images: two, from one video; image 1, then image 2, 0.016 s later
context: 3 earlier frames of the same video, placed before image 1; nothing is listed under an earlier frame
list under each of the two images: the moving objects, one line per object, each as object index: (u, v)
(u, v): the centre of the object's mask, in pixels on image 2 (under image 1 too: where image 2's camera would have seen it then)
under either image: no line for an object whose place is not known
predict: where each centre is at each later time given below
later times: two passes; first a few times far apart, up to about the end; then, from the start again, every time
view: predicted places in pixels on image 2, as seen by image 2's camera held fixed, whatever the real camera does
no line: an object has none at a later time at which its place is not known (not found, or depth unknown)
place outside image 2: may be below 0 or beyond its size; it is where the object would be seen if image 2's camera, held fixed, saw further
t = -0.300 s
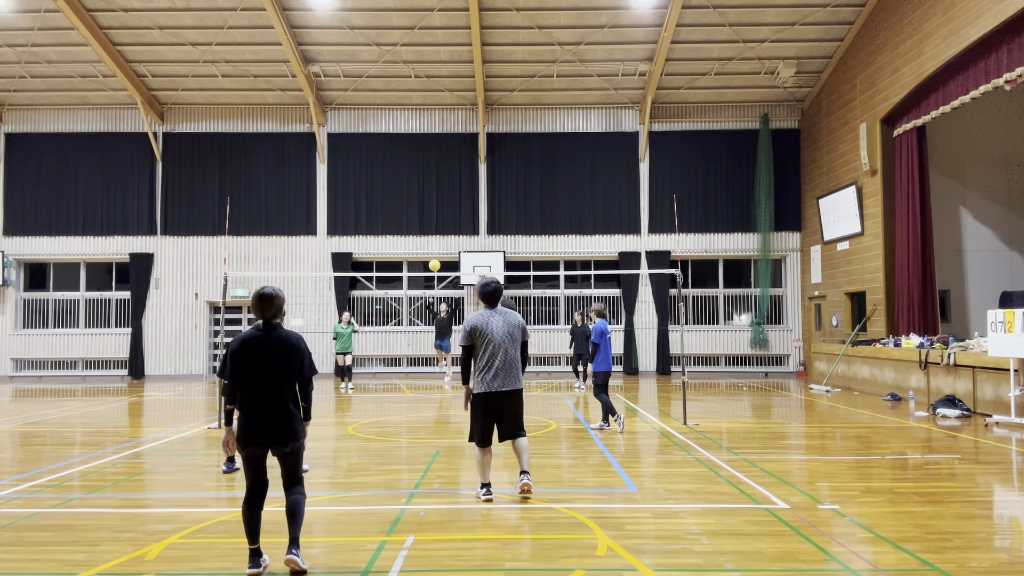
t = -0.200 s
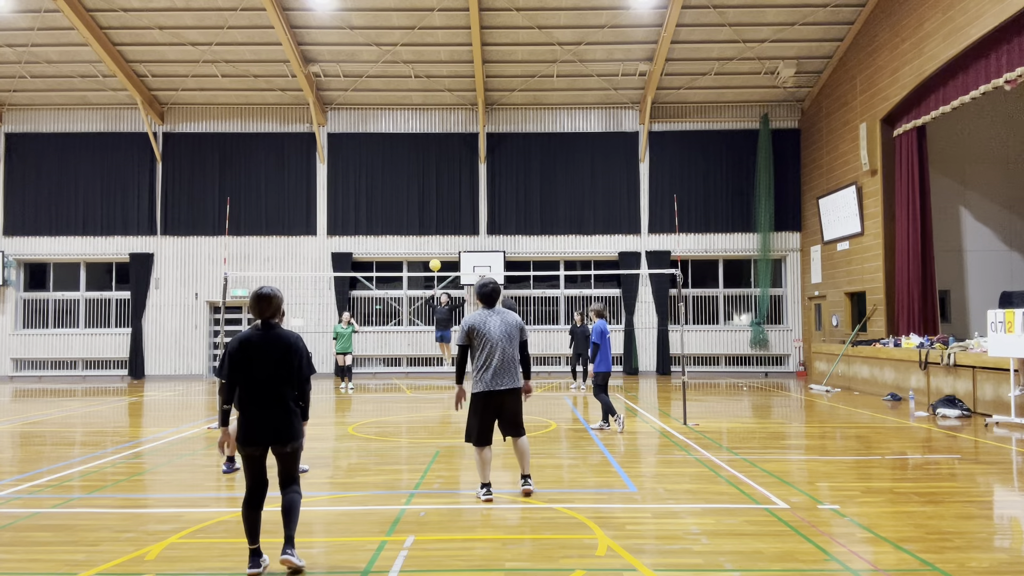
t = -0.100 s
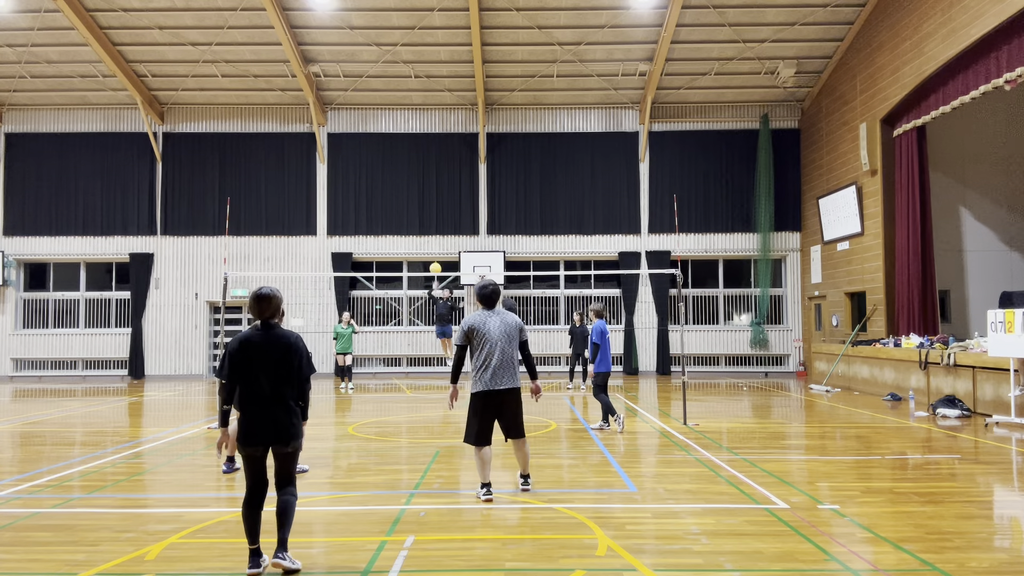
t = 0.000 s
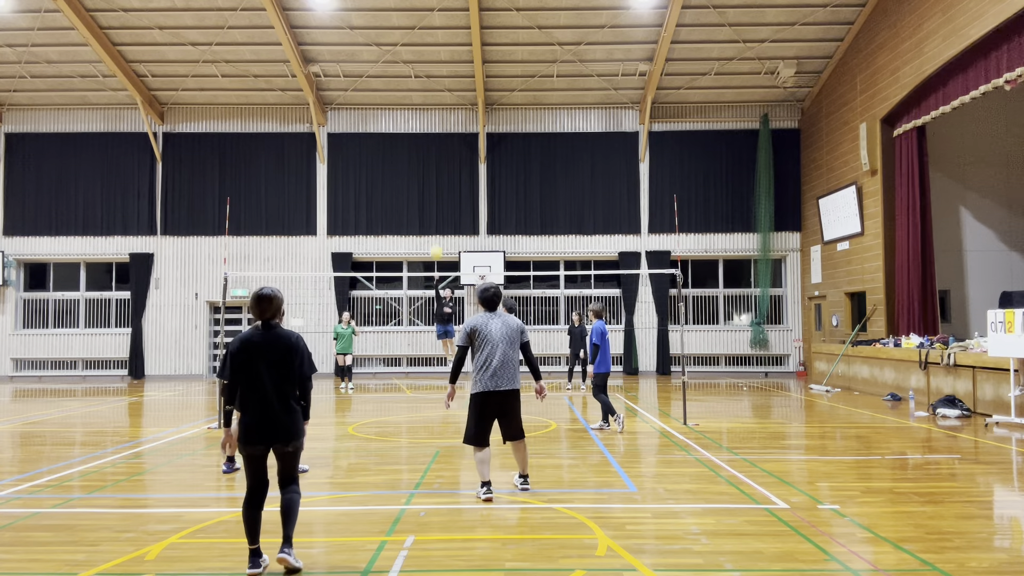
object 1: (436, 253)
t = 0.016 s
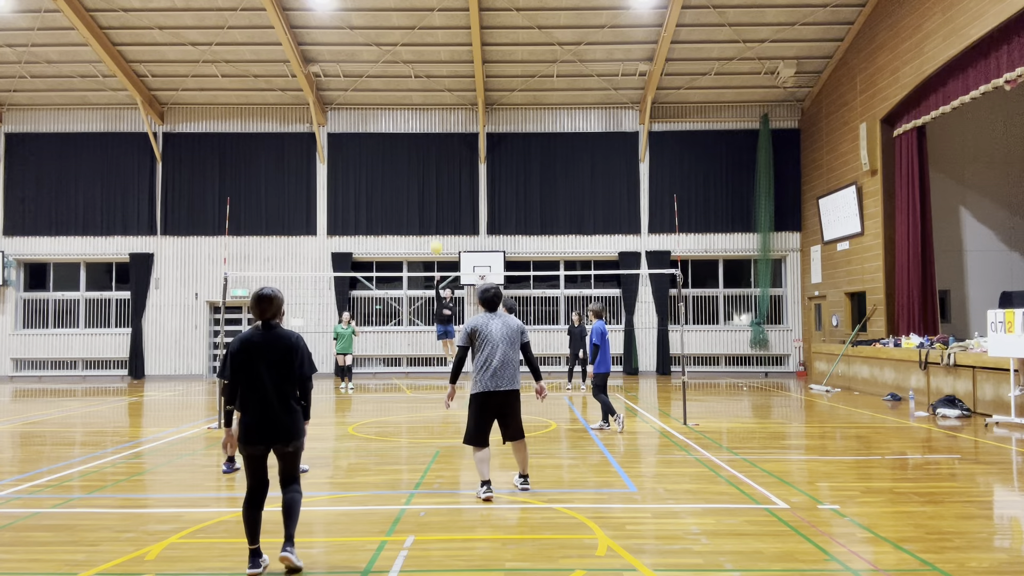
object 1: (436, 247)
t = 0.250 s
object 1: (439, 177)
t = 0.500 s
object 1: (441, 110)
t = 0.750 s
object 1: (450, 55)
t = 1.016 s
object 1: (463, 38)
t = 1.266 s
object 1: (487, 119)
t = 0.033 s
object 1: (436, 241)
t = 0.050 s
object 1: (436, 236)
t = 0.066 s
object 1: (436, 231)
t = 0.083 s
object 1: (437, 227)
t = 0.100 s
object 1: (437, 222)
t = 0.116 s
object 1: (437, 217)
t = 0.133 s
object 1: (437, 212)
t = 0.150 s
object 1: (438, 207)
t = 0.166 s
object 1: (438, 202)
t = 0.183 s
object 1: (439, 197)
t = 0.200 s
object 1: (439, 192)
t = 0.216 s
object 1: (439, 187)
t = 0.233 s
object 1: (439, 182)
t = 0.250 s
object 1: (439, 177)
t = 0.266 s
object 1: (439, 173)
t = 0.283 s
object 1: (439, 168)
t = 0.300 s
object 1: (439, 163)
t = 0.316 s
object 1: (439, 158)
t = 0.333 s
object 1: (439, 154)
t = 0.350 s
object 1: (439, 149)
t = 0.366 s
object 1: (439, 145)
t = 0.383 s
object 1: (439, 140)
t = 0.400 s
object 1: (439, 136)
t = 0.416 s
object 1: (440, 132)
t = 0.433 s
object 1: (440, 127)
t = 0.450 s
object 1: (440, 123)
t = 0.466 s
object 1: (440, 118)
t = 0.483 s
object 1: (440, 114)
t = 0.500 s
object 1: (441, 110)
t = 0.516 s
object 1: (441, 106)
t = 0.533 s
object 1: (441, 102)
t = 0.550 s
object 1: (442, 98)
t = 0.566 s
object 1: (442, 94)
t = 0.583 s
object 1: (443, 90)
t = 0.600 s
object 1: (443, 86)
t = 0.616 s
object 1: (444, 82)
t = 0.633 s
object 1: (445, 78)
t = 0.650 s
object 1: (445, 75)
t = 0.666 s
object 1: (446, 71)
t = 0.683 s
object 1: (447, 67)
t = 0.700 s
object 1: (447, 64)
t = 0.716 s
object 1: (448, 61)
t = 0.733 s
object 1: (449, 58)
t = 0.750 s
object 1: (450, 55)
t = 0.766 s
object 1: (450, 52)
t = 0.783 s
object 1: (451, 49)
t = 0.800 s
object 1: (452, 46)
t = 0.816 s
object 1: (453, 44)
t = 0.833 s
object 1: (454, 42)
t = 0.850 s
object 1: (455, 40)
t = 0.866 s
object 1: (456, 38)
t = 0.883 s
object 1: (456, 37)
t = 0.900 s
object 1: (457, 36)
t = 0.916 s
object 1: (458, 35)
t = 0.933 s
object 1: (459, 35)
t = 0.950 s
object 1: (460, 35)
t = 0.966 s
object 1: (461, 35)
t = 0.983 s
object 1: (462, 35)
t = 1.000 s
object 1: (462, 36)
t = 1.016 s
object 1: (463, 38)
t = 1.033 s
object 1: (464, 40)
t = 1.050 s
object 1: (465, 42)
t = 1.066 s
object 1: (466, 45)
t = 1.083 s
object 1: (467, 48)
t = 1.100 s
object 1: (468, 51)
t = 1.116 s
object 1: (469, 56)
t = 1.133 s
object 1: (471, 60)
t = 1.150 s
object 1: (472, 65)
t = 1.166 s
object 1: (474, 71)
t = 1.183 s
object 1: (476, 77)
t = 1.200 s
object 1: (477, 84)
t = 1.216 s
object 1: (480, 91)
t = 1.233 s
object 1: (482, 99)
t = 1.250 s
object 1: (484, 108)
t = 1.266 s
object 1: (487, 119)
